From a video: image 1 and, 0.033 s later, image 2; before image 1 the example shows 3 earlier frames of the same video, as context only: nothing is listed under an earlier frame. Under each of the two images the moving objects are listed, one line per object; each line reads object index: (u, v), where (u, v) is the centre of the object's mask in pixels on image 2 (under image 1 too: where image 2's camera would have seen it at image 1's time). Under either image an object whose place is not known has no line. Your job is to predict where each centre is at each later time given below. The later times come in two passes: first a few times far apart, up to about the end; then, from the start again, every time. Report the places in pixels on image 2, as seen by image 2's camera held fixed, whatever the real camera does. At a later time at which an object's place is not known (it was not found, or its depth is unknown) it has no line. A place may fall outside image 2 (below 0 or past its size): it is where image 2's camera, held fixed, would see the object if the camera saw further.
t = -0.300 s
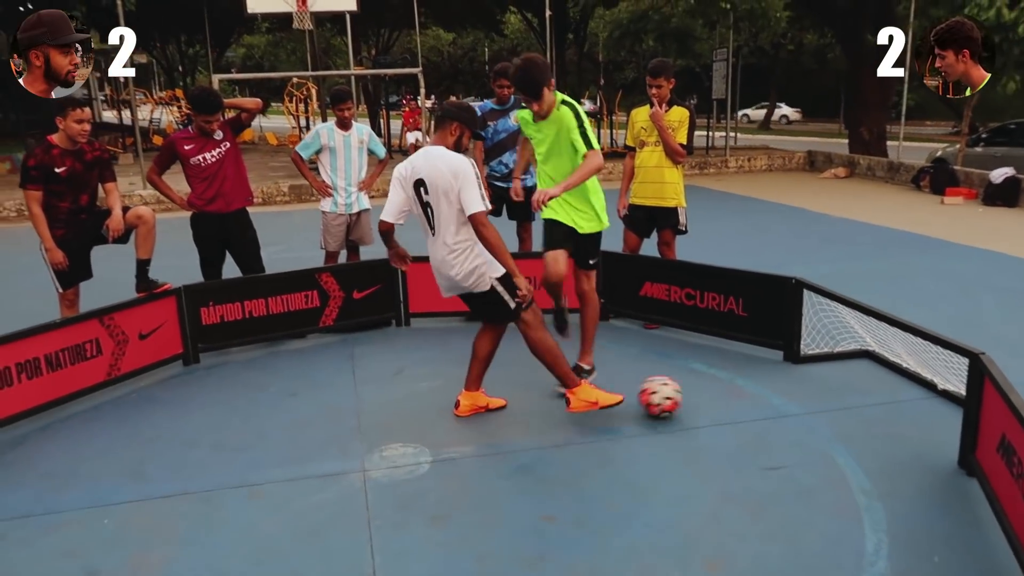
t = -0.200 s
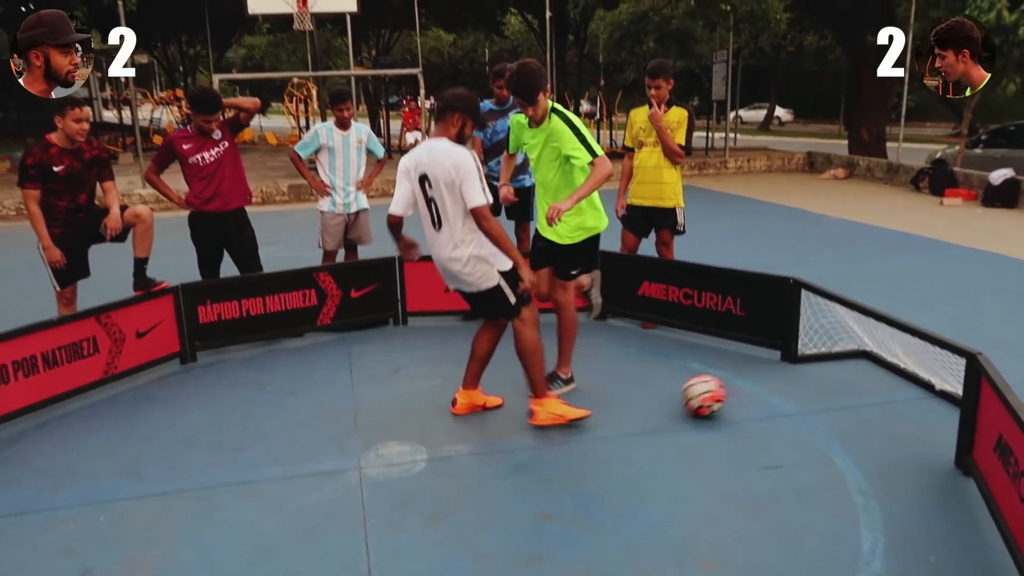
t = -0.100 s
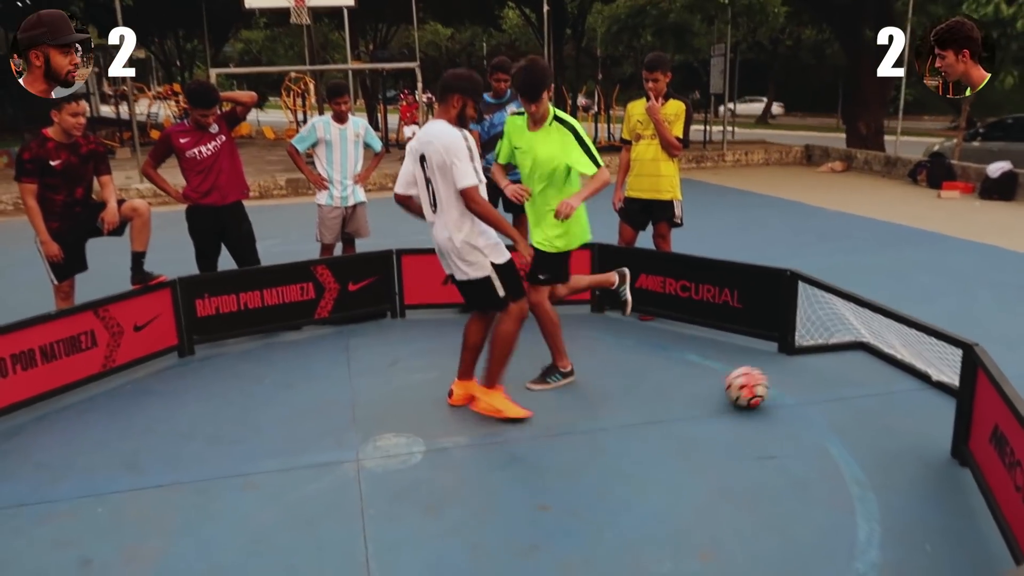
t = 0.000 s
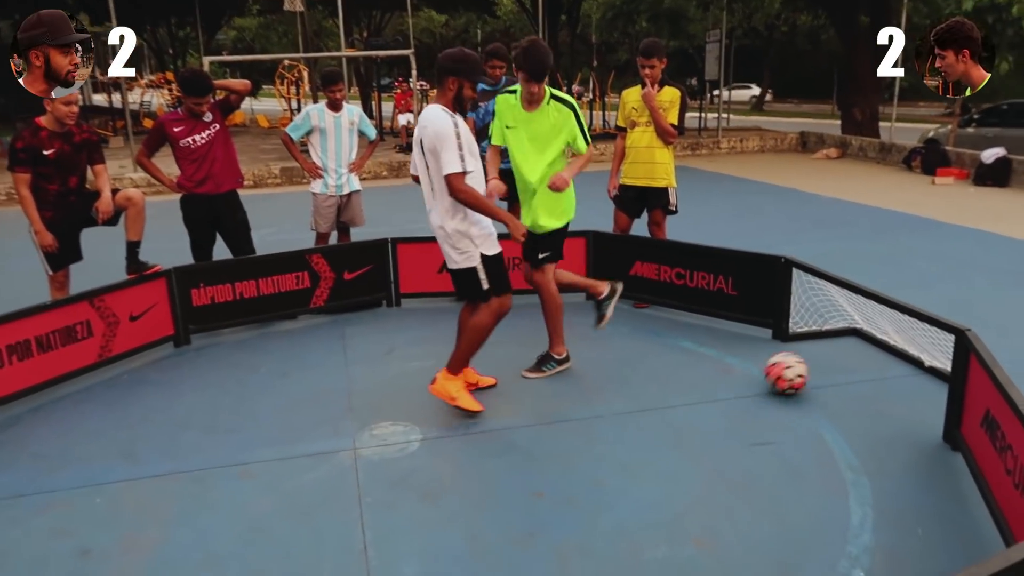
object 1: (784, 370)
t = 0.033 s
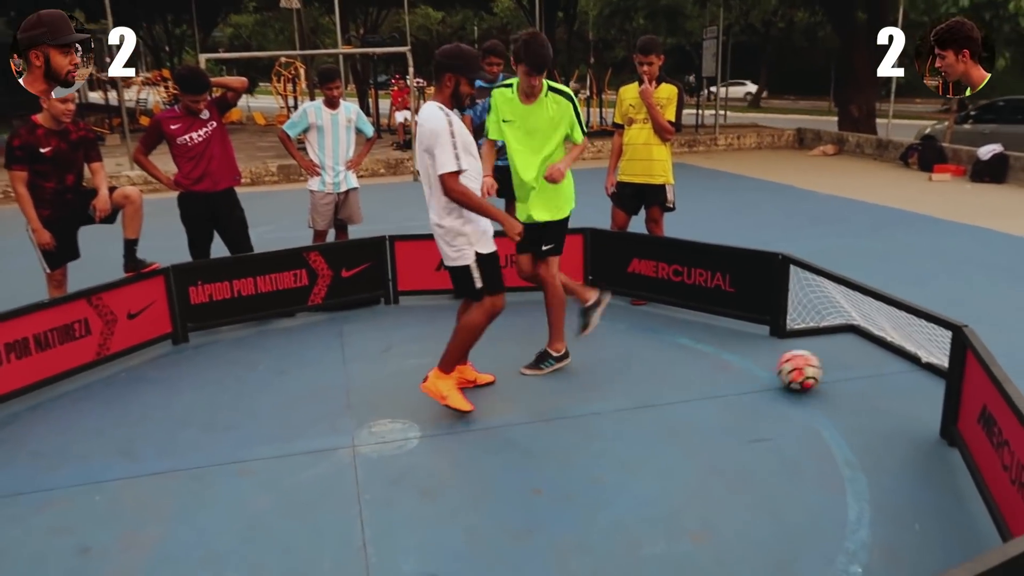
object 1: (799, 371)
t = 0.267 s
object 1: (906, 370)
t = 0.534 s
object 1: (930, 356)
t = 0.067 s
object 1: (814, 370)
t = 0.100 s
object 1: (829, 370)
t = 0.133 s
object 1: (845, 370)
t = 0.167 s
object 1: (861, 370)
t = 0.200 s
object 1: (876, 370)
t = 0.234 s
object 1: (891, 370)
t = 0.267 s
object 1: (906, 370)
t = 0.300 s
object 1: (921, 370)
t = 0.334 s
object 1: (931, 369)
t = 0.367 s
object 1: (938, 366)
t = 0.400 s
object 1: (940, 357)
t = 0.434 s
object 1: (939, 353)
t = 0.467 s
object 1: (937, 351)
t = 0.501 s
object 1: (935, 353)
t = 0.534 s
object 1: (930, 356)
